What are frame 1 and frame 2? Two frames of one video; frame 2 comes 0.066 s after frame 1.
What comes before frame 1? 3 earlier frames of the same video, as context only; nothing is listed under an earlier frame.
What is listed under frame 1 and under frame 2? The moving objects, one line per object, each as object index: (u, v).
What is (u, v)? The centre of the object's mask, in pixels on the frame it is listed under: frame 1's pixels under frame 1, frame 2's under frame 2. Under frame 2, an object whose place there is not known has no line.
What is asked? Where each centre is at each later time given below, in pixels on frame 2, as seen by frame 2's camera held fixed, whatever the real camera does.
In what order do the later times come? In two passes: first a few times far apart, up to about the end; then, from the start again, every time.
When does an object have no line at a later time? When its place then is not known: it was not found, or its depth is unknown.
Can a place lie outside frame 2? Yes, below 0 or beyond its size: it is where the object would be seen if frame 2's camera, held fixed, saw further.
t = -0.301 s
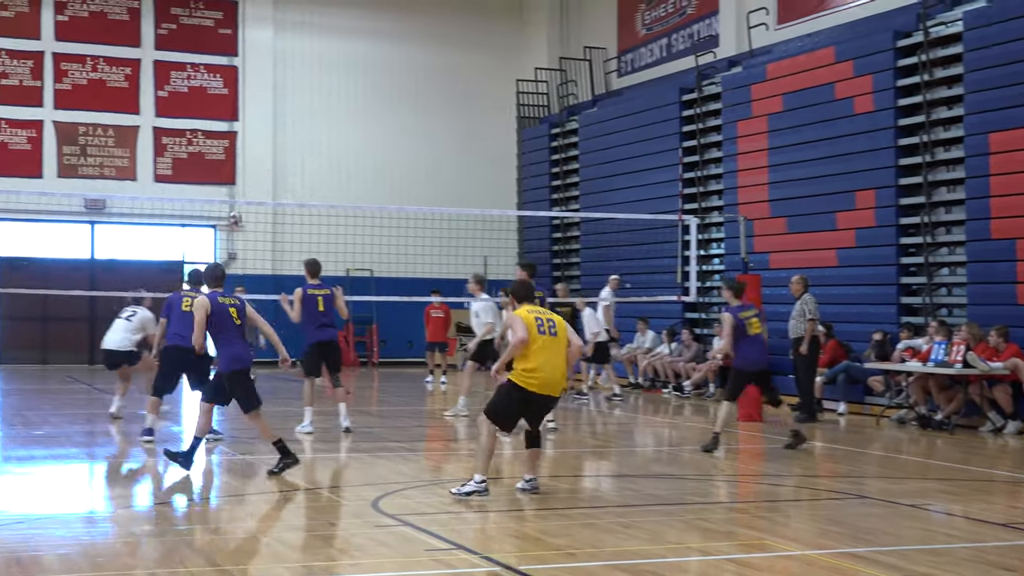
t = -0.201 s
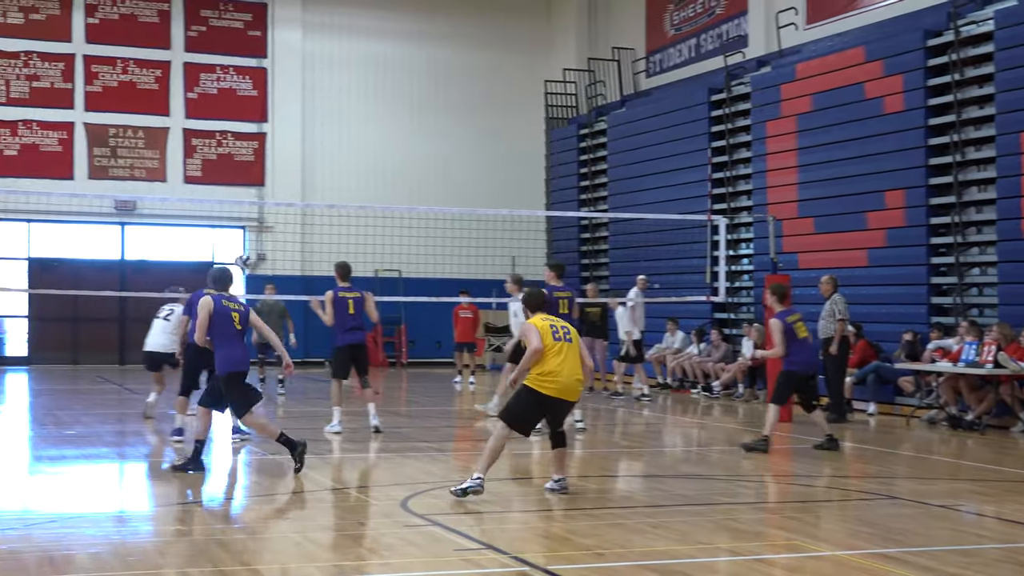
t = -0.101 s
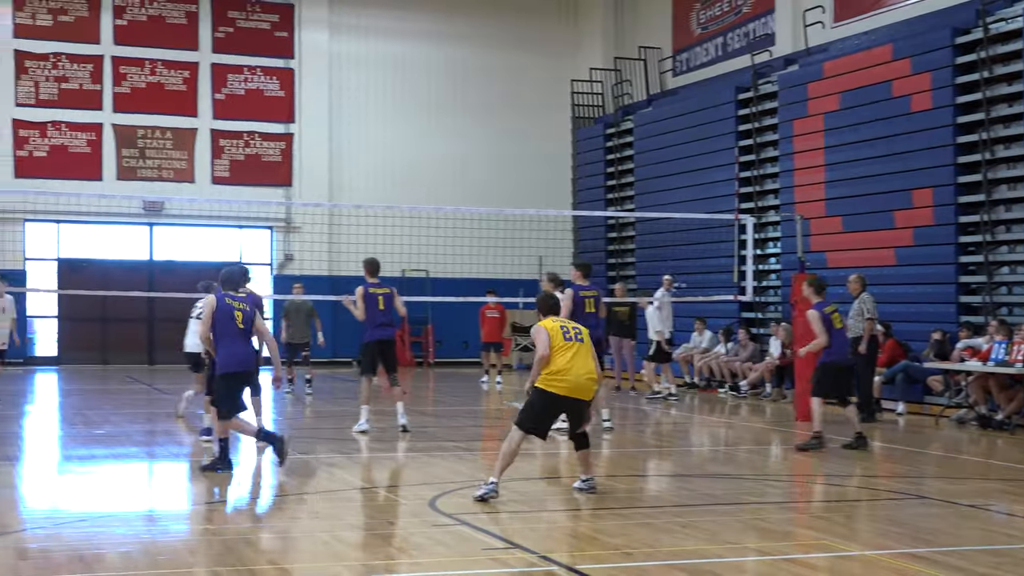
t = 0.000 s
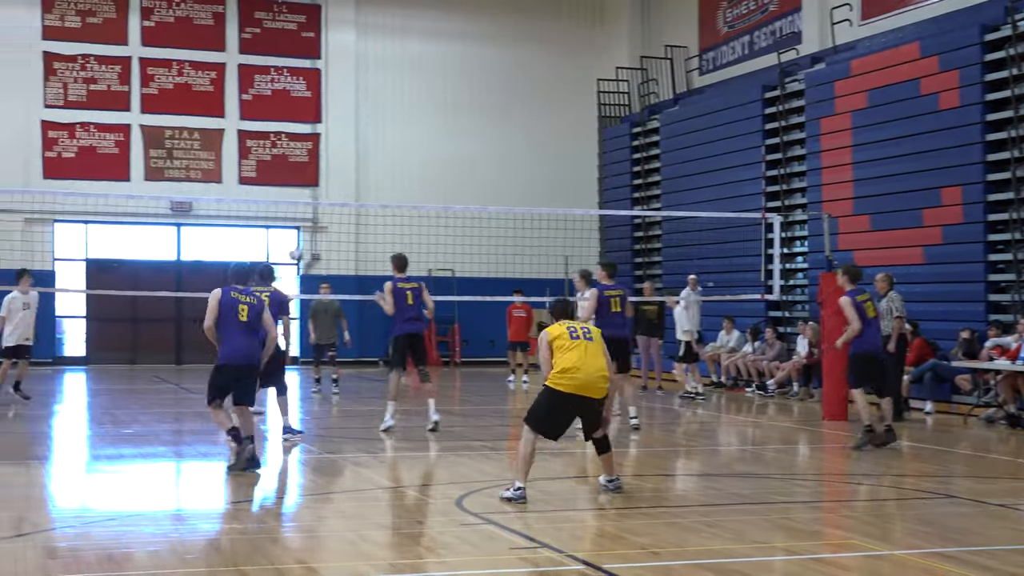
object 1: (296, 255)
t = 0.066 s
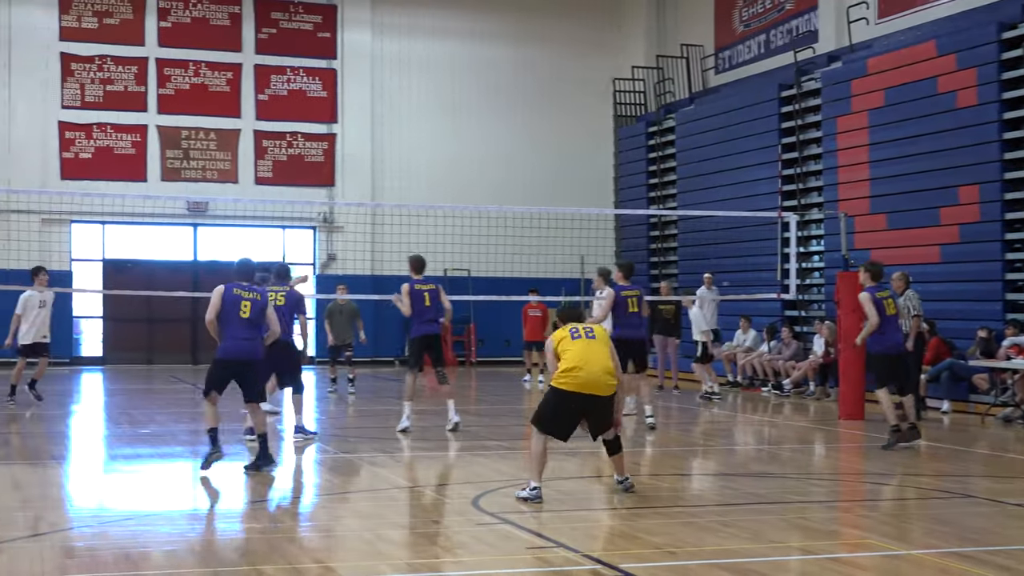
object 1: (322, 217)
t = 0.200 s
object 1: (351, 153)
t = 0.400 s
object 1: (389, 84)
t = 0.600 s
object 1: (424, 48)
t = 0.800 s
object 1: (460, 43)
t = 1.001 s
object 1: (492, 67)
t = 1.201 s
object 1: (523, 117)
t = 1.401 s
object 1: (551, 193)
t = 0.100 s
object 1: (333, 197)
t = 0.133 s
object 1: (337, 183)
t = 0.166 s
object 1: (345, 168)
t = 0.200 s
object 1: (351, 153)
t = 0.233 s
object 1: (357, 140)
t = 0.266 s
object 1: (363, 128)
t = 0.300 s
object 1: (369, 115)
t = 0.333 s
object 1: (377, 103)
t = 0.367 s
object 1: (383, 93)
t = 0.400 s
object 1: (389, 84)
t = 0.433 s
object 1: (395, 76)
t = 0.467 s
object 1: (401, 69)
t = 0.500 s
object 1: (407, 63)
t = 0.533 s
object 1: (413, 57)
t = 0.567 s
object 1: (419, 52)
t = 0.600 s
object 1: (424, 48)
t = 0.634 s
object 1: (431, 45)
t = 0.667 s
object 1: (437, 43)
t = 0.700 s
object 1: (443, 42)
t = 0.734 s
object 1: (448, 42)
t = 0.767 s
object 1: (453, 42)
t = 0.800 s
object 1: (460, 43)
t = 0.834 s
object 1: (465, 45)
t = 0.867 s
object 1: (471, 48)
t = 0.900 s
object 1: (476, 51)
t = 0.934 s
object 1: (482, 56)
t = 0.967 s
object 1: (487, 61)
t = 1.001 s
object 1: (492, 67)
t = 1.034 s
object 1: (497, 73)
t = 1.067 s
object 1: (504, 81)
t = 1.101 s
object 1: (509, 89)
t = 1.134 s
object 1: (514, 97)
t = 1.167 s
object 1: (519, 107)
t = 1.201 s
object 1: (523, 117)
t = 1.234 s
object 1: (529, 127)
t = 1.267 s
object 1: (532, 138)
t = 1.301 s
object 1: (536, 151)
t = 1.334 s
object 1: (541, 164)
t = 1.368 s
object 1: (546, 178)
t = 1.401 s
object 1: (551, 193)
